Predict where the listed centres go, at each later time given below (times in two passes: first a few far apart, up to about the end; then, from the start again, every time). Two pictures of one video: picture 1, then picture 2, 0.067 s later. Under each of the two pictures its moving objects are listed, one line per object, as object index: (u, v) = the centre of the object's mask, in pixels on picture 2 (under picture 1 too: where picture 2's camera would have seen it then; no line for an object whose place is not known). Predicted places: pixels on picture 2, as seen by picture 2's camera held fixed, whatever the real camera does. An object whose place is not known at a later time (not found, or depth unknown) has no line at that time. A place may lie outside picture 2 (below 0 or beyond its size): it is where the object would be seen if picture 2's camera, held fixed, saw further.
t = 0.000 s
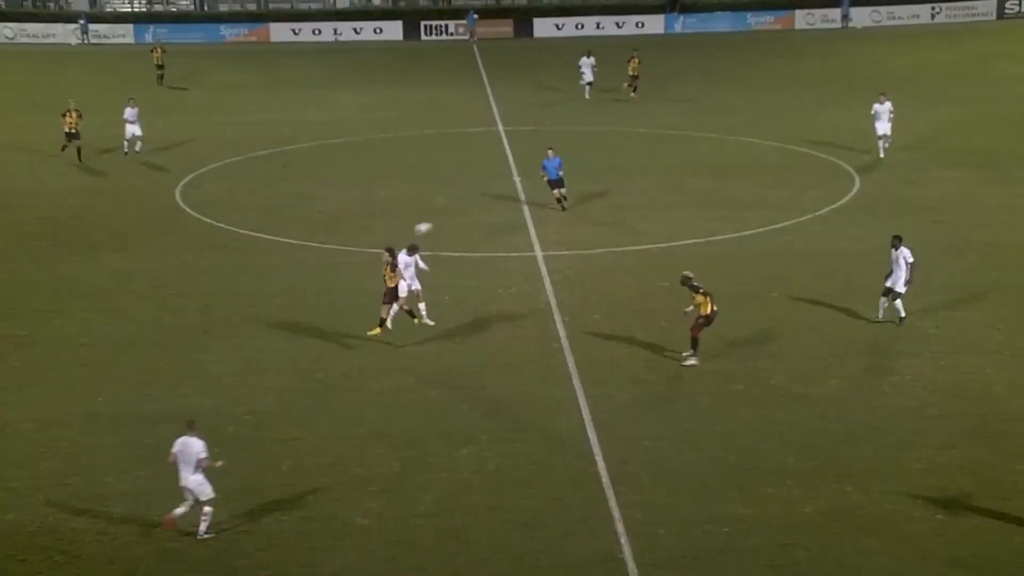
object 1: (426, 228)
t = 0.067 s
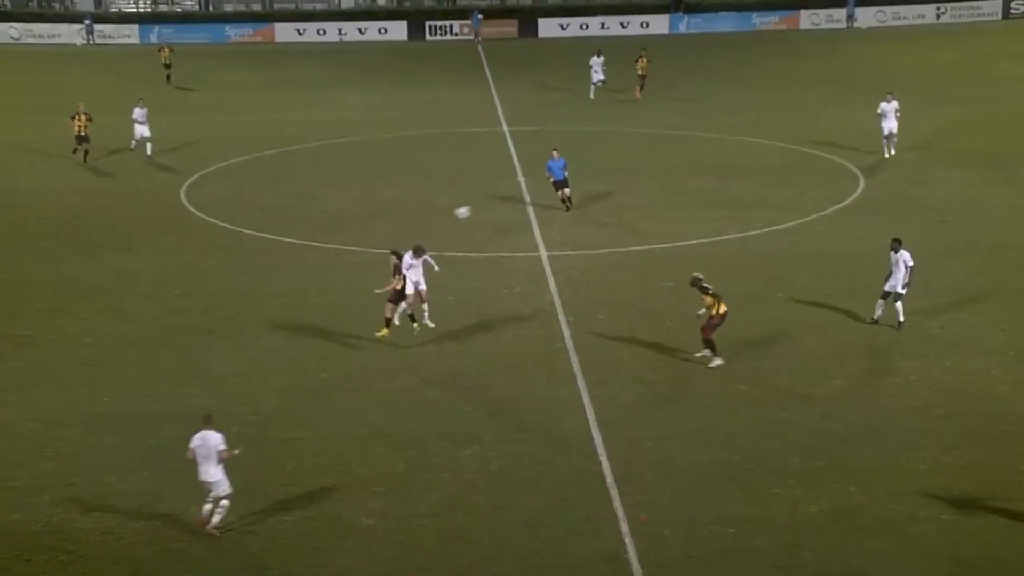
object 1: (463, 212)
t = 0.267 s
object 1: (571, 178)
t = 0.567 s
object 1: (730, 161)
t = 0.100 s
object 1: (481, 205)
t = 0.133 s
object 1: (498, 199)
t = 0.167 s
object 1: (514, 193)
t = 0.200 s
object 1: (535, 187)
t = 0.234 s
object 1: (552, 183)
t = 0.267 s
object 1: (571, 178)
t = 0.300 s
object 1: (588, 174)
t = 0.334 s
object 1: (606, 171)
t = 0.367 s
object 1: (624, 167)
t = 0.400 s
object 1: (642, 165)
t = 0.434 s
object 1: (660, 163)
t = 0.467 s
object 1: (678, 161)
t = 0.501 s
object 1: (695, 161)
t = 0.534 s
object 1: (713, 161)
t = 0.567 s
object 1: (730, 161)
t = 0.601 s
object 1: (747, 162)
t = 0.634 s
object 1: (765, 164)
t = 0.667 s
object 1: (783, 166)
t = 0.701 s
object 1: (801, 169)
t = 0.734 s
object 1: (819, 172)
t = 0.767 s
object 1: (837, 176)
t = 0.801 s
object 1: (854, 181)
